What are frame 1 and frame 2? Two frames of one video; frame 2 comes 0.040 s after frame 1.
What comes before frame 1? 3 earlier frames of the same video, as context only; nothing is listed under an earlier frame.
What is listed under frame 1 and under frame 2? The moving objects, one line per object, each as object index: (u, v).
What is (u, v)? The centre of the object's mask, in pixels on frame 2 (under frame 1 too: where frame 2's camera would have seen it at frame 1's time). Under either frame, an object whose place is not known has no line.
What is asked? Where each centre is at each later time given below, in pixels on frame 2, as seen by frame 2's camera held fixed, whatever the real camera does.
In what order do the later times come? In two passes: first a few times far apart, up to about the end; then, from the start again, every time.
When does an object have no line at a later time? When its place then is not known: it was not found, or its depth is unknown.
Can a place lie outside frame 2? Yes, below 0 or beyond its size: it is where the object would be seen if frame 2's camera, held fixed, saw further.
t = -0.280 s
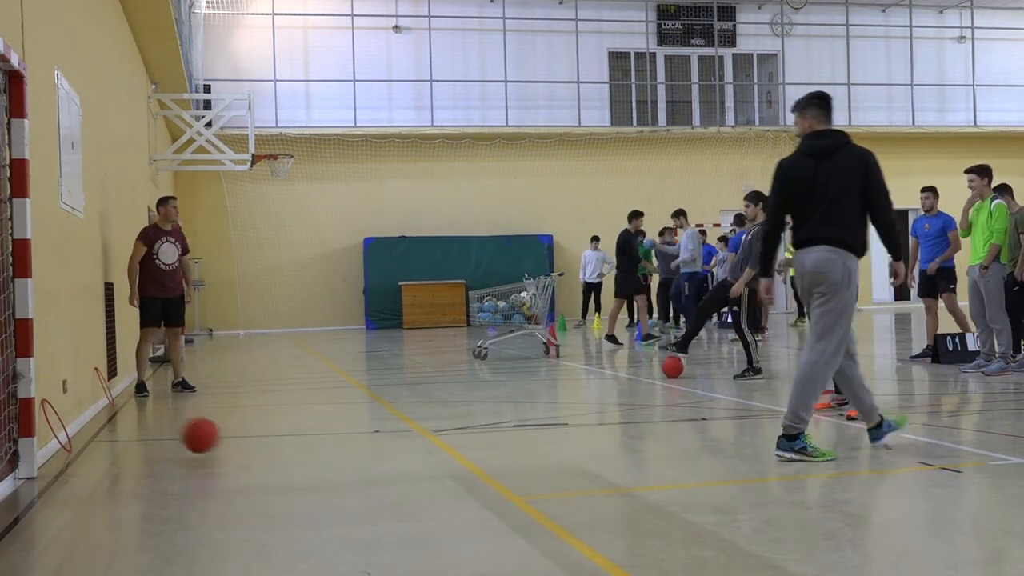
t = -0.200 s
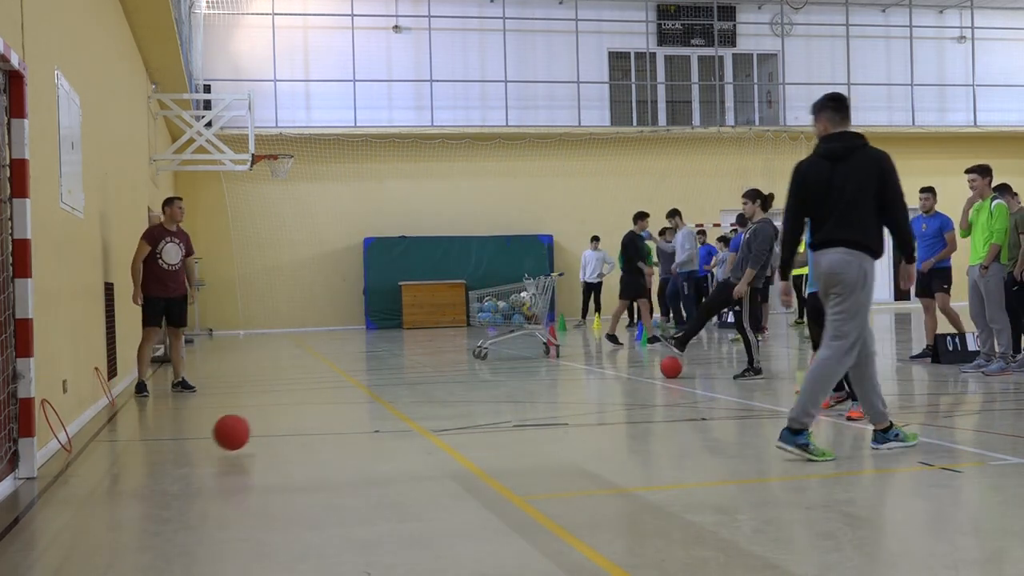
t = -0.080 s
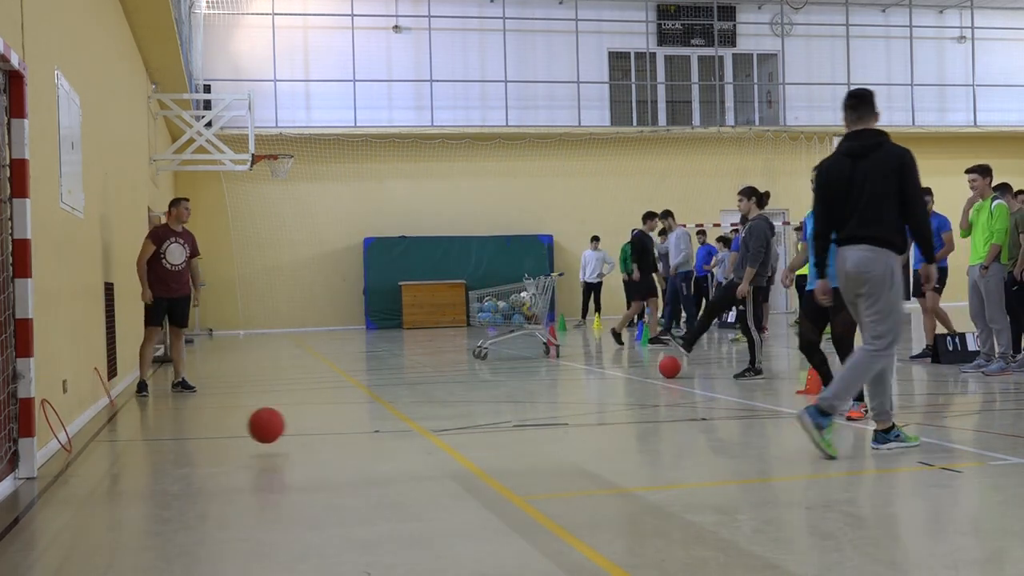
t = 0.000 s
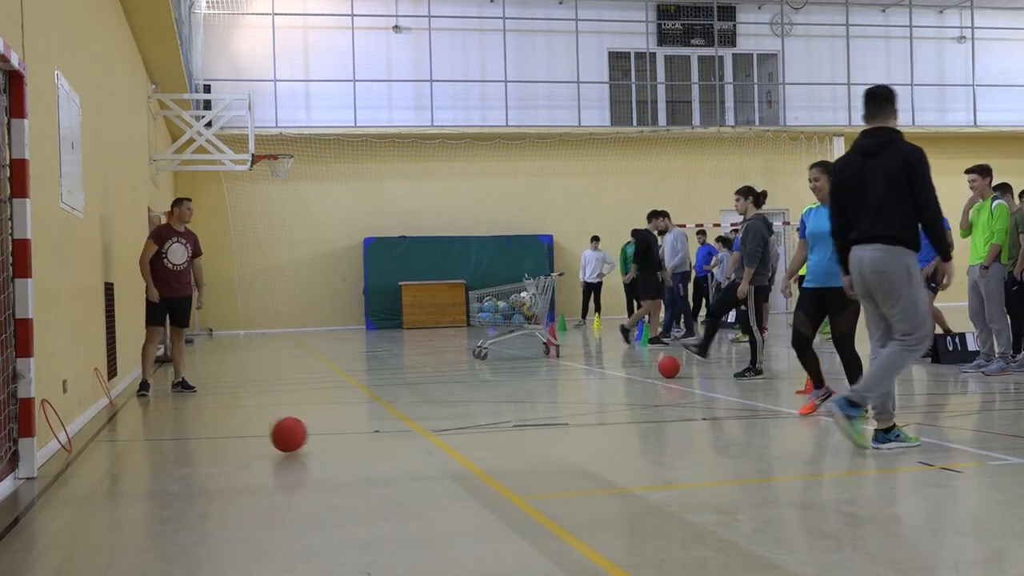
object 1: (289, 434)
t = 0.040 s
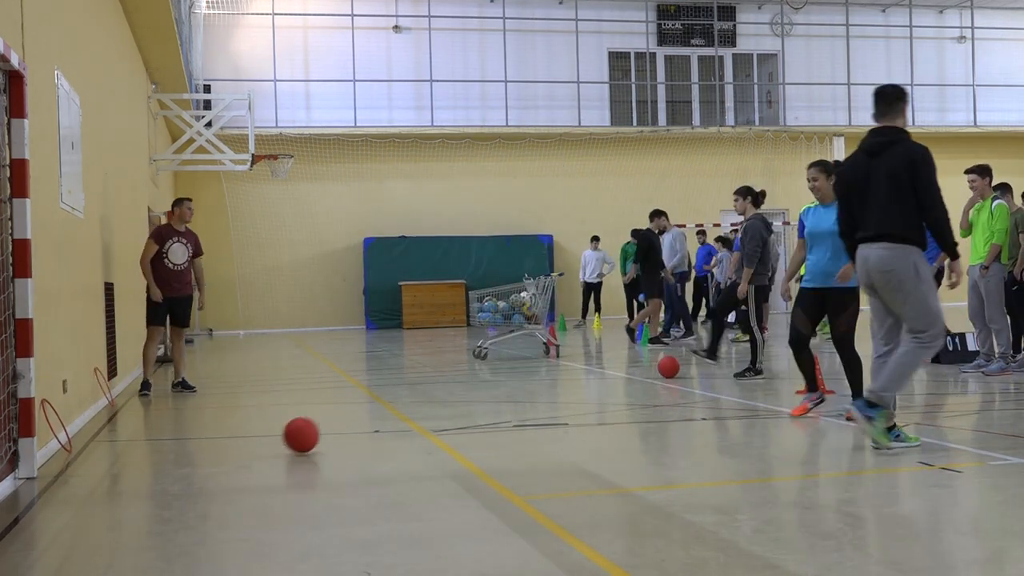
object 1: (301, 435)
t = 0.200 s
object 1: (350, 431)
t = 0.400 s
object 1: (410, 432)
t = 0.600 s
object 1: (469, 428)
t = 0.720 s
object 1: (504, 428)
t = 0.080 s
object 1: (313, 429)
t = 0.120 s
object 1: (325, 427)
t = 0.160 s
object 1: (338, 428)
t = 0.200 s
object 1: (350, 431)
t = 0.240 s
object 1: (363, 433)
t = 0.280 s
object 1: (374, 429)
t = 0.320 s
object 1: (386, 428)
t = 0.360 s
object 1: (398, 429)
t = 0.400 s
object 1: (410, 432)
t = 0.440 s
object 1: (422, 429)
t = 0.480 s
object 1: (434, 428)
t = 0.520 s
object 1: (446, 429)
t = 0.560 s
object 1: (458, 429)
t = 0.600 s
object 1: (469, 428)
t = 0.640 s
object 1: (481, 428)
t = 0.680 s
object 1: (492, 427)
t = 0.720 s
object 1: (504, 428)
